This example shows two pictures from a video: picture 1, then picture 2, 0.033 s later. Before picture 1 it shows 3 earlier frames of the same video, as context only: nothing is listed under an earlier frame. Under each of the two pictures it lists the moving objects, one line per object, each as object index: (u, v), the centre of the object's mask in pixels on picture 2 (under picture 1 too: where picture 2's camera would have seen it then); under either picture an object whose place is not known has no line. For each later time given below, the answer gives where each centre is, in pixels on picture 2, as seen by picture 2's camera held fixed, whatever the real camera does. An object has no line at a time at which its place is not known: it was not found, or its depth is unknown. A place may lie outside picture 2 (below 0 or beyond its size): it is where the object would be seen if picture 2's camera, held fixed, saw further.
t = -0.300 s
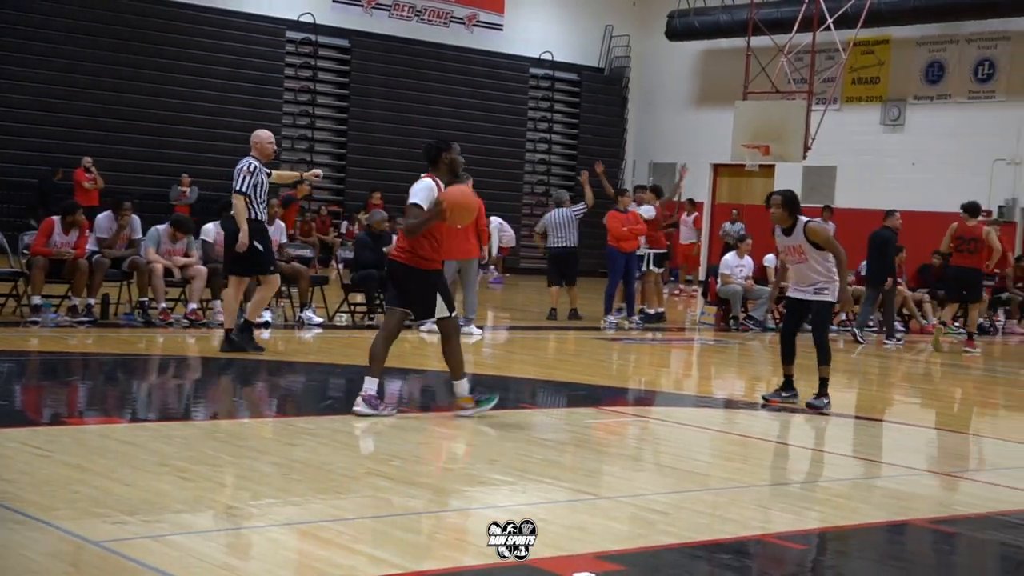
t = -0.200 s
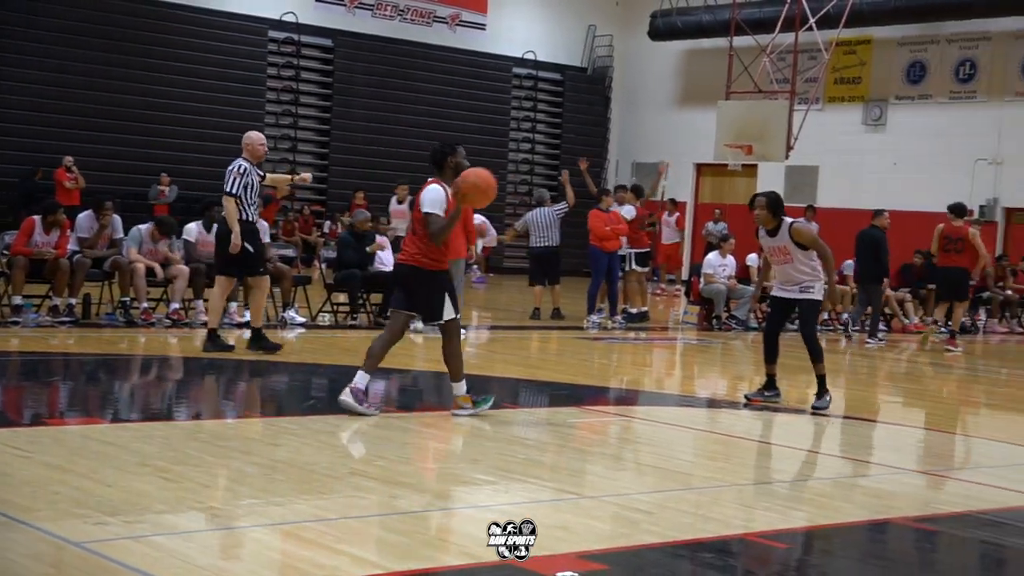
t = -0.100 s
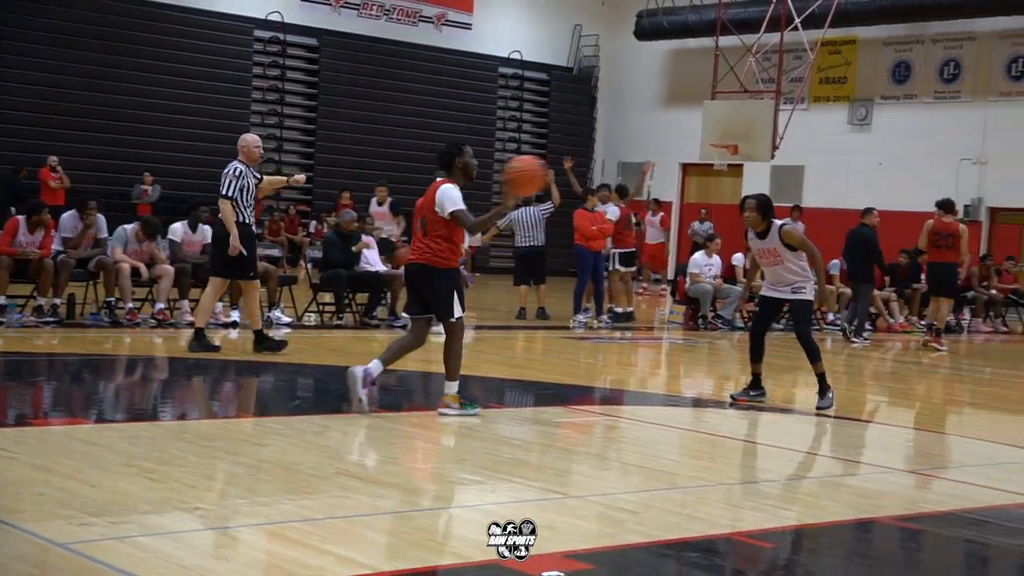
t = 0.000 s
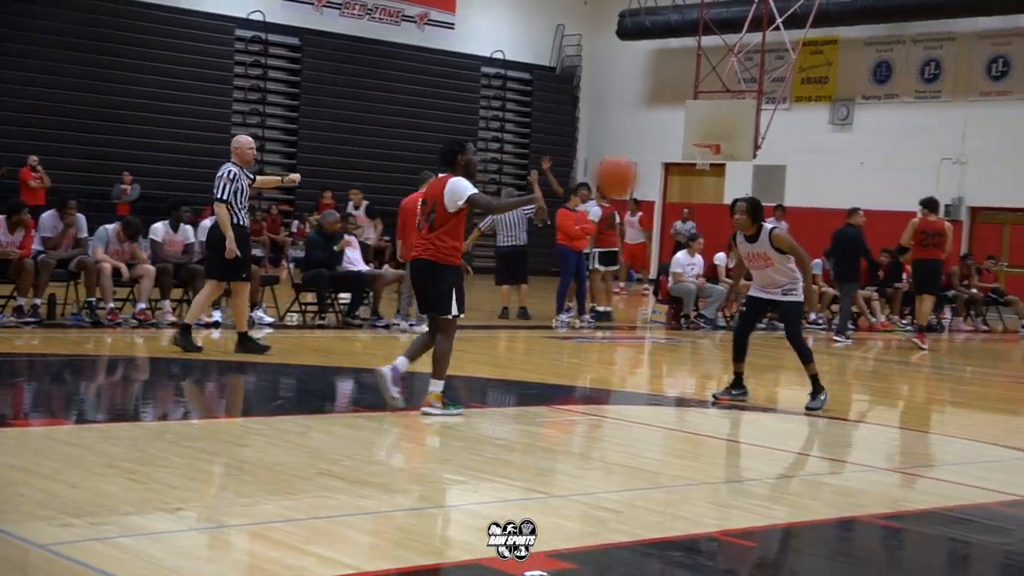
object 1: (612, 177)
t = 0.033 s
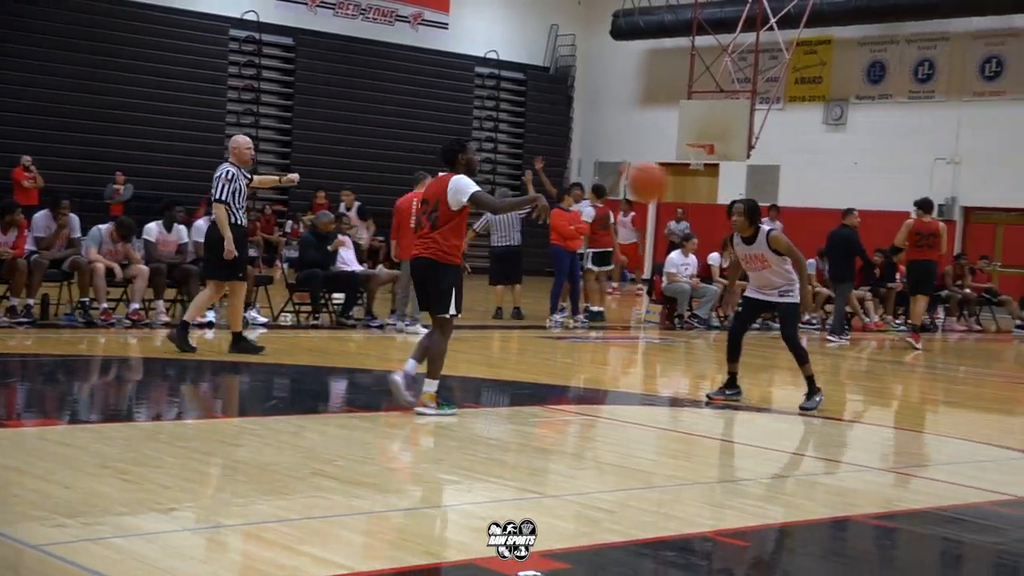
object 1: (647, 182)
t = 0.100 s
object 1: (719, 198)
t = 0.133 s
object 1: (756, 209)
